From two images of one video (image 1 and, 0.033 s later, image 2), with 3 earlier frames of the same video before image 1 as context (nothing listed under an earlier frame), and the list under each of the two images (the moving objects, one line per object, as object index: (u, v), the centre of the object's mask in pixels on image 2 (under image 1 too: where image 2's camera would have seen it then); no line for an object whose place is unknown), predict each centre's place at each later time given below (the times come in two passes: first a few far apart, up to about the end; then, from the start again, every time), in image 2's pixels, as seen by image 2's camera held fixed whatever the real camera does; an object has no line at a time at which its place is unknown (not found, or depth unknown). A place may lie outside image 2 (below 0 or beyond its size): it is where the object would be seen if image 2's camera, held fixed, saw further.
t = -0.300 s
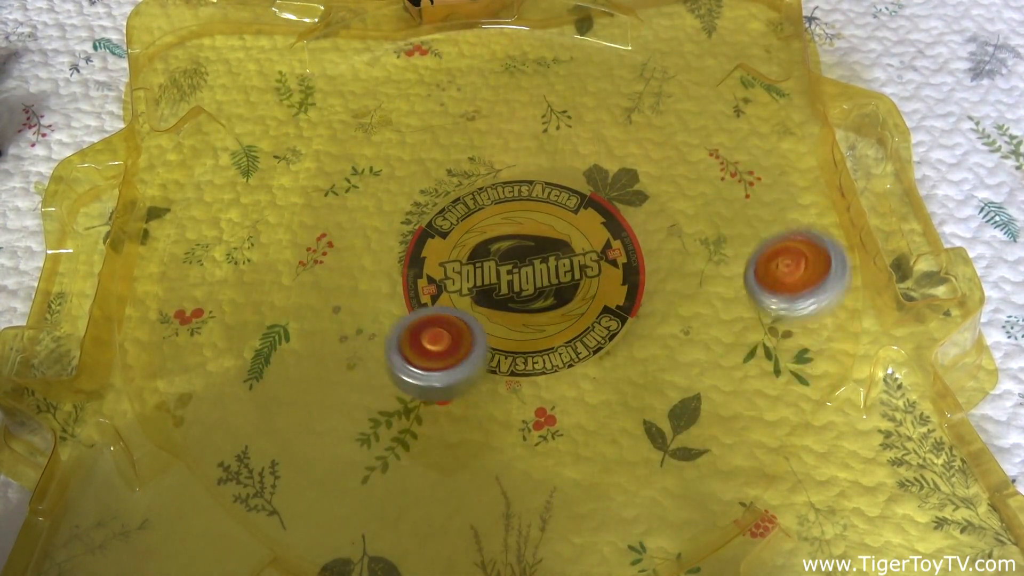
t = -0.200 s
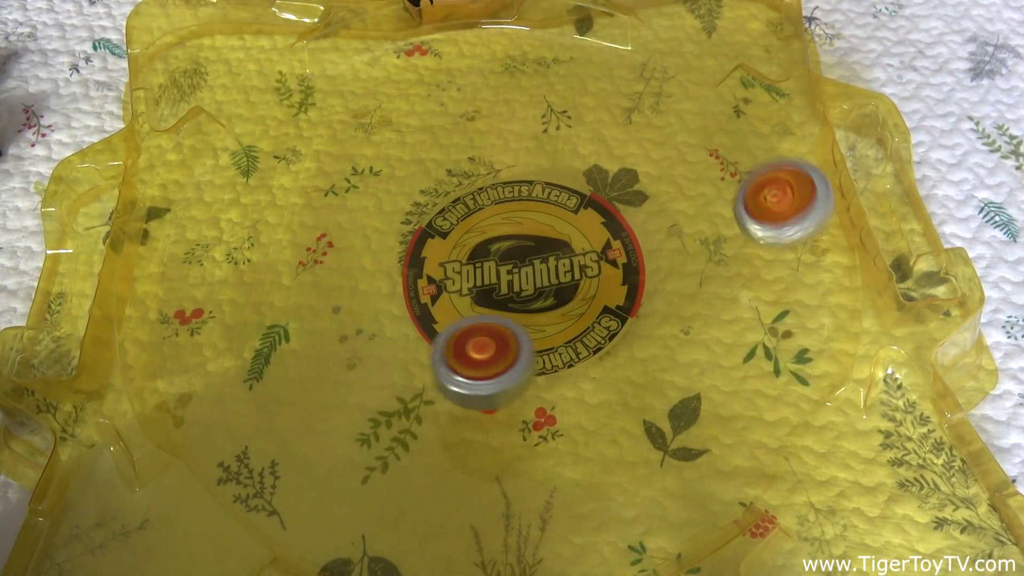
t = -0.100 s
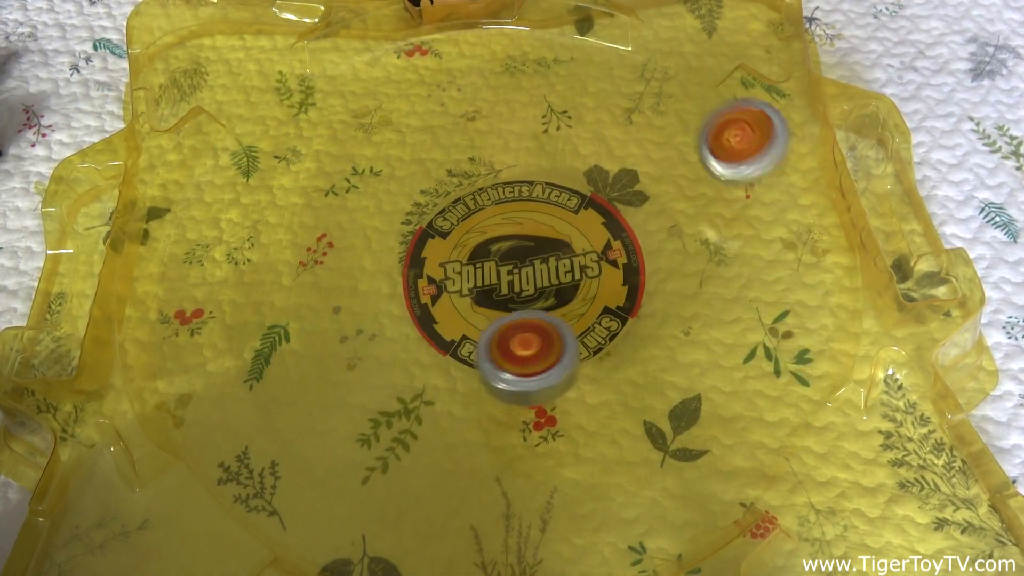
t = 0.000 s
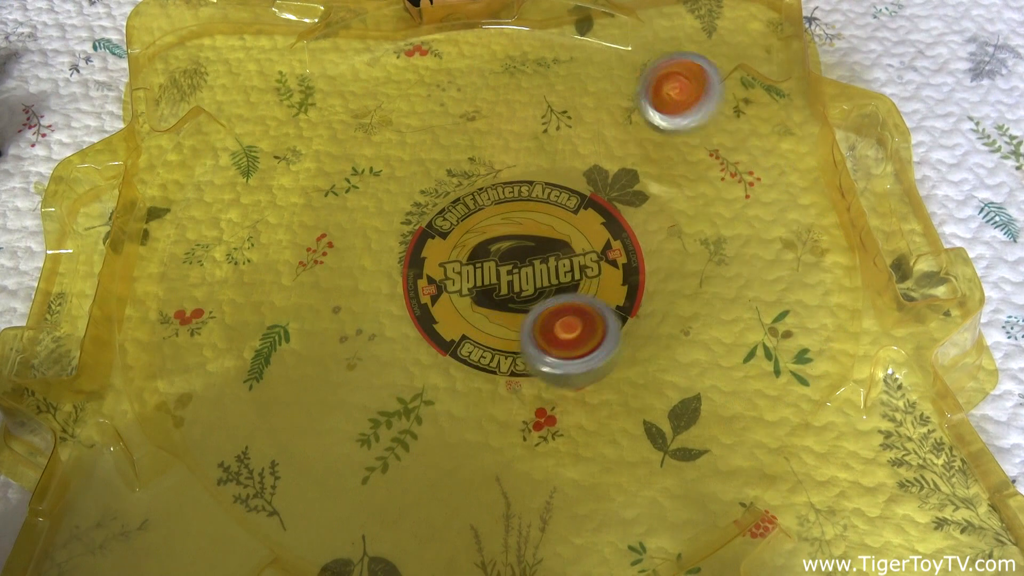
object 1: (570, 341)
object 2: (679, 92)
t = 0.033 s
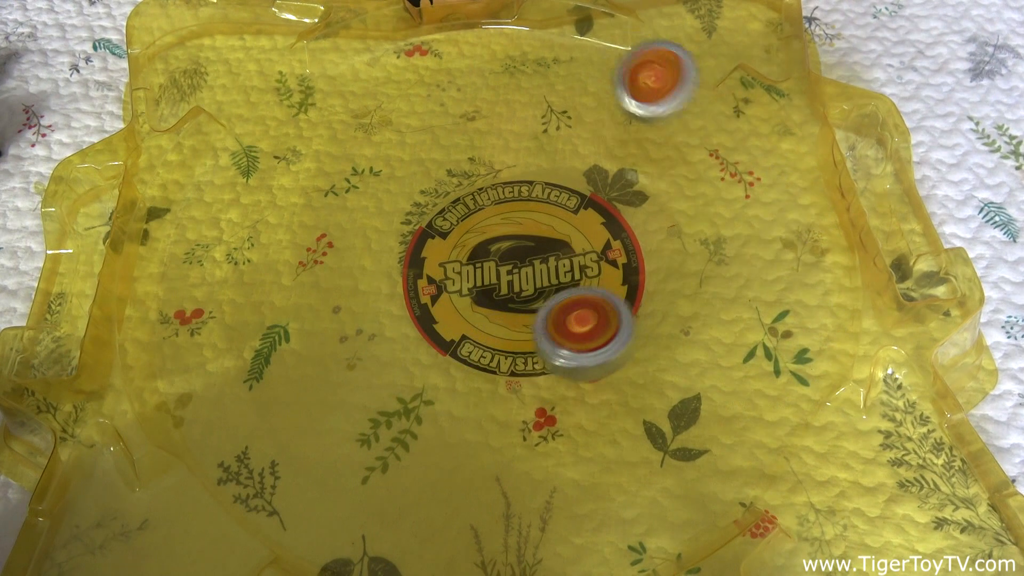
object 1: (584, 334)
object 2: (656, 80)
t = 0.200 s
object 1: (635, 293)
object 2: (529, 48)
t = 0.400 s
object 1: (657, 238)
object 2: (371, 68)
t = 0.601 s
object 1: (619, 187)
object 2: (238, 146)
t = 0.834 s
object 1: (551, 143)
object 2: (172, 318)
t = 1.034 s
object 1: (492, 120)
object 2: (258, 474)
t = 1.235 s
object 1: (439, 126)
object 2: (468, 532)
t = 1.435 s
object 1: (395, 154)
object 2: (659, 457)
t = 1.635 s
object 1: (378, 201)
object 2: (737, 312)
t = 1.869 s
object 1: (388, 275)
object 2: (682, 148)
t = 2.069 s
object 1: (407, 311)
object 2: (558, 73)
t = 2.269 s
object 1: (467, 324)
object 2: (410, 56)
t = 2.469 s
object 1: (520, 320)
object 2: (267, 102)
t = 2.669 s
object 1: (562, 306)
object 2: (186, 207)
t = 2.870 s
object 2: (237, 322)
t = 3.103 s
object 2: (439, 400)
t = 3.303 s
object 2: (611, 341)
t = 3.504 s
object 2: (688, 219)
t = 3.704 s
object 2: (653, 96)
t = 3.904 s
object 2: (547, 28)
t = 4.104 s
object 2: (419, 22)
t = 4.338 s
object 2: (284, 84)
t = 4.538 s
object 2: (238, 200)
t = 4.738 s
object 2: (312, 327)
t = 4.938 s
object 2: (478, 383)
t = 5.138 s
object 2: (640, 327)
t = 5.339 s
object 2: (713, 210)
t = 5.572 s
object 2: (658, 77)
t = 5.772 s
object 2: (548, 25)
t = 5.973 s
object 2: (423, 26)
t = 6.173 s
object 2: (311, 83)
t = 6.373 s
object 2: (263, 189)
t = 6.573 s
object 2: (331, 311)
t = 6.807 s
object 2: (519, 368)
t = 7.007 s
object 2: (667, 304)
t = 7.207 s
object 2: (724, 186)
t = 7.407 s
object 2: (676, 77)
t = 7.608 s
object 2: (572, 24)
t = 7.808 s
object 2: (458, 22)
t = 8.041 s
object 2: (335, 88)
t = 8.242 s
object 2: (299, 197)
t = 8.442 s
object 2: (373, 316)
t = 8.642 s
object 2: (524, 367)
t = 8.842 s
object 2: (670, 312)
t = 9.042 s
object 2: (732, 203)
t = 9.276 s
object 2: (674, 80)
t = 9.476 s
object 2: (567, 28)
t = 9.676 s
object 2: (448, 26)
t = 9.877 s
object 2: (337, 75)
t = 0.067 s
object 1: (596, 326)
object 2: (631, 71)
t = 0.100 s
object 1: (607, 319)
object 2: (605, 63)
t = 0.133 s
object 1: (618, 310)
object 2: (581, 56)
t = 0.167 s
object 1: (627, 302)
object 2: (555, 51)
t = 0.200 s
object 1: (635, 293)
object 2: (529, 48)
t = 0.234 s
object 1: (643, 283)
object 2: (501, 46)
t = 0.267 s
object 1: (649, 273)
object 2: (475, 46)
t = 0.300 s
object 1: (654, 264)
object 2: (449, 49)
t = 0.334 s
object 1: (658, 255)
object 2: (423, 53)
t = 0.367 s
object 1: (658, 247)
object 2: (396, 60)
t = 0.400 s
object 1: (657, 238)
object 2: (371, 68)
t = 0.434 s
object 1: (654, 230)
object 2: (347, 78)
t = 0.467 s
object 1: (650, 222)
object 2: (322, 87)
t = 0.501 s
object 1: (643, 213)
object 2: (300, 99)
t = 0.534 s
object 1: (636, 204)
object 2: (278, 114)
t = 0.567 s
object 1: (628, 196)
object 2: (257, 129)
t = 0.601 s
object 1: (619, 187)
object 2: (238, 146)
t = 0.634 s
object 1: (610, 179)
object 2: (221, 166)
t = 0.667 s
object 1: (601, 173)
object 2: (205, 187)
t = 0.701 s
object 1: (592, 167)
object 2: (192, 212)
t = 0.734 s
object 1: (582, 161)
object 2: (182, 236)
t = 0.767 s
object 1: (572, 155)
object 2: (176, 264)
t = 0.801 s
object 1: (560, 148)
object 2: (173, 291)
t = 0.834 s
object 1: (551, 143)
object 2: (172, 318)
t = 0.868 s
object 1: (539, 138)
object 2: (176, 346)
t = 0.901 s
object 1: (528, 132)
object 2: (183, 373)
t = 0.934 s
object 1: (518, 128)
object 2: (194, 402)
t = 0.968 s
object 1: (509, 124)
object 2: (210, 429)
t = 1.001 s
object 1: (501, 122)
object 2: (232, 453)
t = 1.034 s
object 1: (492, 120)
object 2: (258, 474)
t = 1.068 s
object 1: (483, 118)
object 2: (286, 493)
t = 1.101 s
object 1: (474, 117)
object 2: (320, 511)
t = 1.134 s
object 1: (464, 118)
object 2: (356, 522)
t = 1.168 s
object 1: (456, 120)
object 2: (393, 528)
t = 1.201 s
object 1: (447, 123)
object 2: (428, 531)
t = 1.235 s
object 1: (439, 126)
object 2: (468, 532)
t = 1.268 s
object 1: (431, 129)
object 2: (503, 530)
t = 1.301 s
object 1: (423, 133)
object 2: (538, 525)
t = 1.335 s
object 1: (416, 137)
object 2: (572, 514)
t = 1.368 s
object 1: (409, 142)
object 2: (604, 497)
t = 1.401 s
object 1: (402, 148)
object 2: (632, 479)
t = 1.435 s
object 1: (395, 154)
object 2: (659, 457)
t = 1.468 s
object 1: (389, 161)
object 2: (680, 436)
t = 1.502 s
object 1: (384, 168)
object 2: (698, 413)
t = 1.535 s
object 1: (379, 175)
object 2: (713, 388)
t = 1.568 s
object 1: (377, 183)
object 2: (725, 363)
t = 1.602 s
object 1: (376, 192)
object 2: (732, 337)
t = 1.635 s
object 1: (378, 201)
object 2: (737, 312)
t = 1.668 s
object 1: (379, 210)
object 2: (739, 286)
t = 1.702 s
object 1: (381, 220)
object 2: (736, 259)
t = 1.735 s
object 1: (382, 232)
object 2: (731, 235)
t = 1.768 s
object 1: (384, 244)
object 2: (723, 211)
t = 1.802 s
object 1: (386, 255)
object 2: (712, 188)
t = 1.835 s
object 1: (387, 265)
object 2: (699, 167)
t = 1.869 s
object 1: (388, 275)
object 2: (682, 148)
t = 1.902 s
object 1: (391, 283)
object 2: (664, 131)
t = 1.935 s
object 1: (394, 291)
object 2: (645, 116)
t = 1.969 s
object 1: (397, 298)
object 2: (624, 103)
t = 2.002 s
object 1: (399, 302)
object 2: (602, 91)
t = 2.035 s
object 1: (403, 307)
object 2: (580, 81)
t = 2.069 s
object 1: (407, 311)
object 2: (558, 73)
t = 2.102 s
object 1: (416, 314)
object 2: (535, 65)
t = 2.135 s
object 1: (425, 317)
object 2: (511, 59)
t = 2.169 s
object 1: (436, 319)
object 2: (486, 56)
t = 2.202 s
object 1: (446, 321)
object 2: (460, 54)
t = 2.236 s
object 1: (456, 323)
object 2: (435, 54)
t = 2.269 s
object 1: (467, 324)
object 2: (410, 56)
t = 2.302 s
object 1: (476, 325)
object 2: (386, 60)
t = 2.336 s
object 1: (486, 326)
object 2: (361, 66)
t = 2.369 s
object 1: (495, 325)
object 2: (337, 73)
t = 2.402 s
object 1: (504, 322)
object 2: (314, 81)
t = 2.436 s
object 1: (513, 320)
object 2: (290, 91)
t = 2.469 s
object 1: (520, 320)
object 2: (267, 102)
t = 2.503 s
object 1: (526, 319)
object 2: (246, 115)
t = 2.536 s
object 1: (535, 317)
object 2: (225, 132)
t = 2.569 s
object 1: (544, 315)
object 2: (208, 150)
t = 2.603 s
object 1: (553, 313)
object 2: (190, 168)
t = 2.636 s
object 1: (559, 310)
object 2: (184, 185)
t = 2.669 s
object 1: (562, 306)
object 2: (186, 207)
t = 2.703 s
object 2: (191, 225)
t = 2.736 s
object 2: (195, 242)
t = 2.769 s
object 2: (201, 261)
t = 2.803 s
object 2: (208, 281)
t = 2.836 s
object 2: (220, 302)
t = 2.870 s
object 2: (237, 322)
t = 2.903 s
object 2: (259, 342)
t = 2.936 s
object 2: (283, 358)
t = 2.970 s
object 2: (311, 372)
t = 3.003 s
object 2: (340, 383)
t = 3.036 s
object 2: (373, 394)
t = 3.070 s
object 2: (405, 398)
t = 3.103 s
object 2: (439, 400)
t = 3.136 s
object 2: (470, 398)
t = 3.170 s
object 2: (502, 392)
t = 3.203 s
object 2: (532, 384)
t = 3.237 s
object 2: (560, 372)
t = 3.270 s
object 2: (587, 356)
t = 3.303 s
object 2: (611, 341)
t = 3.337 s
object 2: (630, 322)
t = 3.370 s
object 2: (648, 303)
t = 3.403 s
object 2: (663, 284)
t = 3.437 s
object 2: (673, 261)
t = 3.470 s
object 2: (683, 240)
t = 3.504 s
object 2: (688, 219)
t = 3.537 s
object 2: (690, 196)
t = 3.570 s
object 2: (688, 174)
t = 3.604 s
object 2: (683, 152)
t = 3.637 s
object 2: (675, 133)
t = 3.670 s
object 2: (665, 114)
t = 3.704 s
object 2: (653, 96)
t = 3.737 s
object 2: (638, 81)
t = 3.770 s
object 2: (622, 68)
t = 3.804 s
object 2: (605, 54)
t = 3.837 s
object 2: (587, 42)
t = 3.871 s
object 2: (566, 33)
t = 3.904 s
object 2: (547, 28)
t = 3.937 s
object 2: (525, 24)
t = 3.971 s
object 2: (503, 21)
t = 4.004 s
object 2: (482, 20)
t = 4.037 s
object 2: (461, 19)
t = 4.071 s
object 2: (441, 21)
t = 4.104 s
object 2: (419, 22)
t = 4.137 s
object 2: (398, 26)
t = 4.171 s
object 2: (378, 32)
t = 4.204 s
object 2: (357, 38)
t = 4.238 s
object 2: (337, 48)
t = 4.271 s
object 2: (318, 60)
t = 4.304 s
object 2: (301, 72)
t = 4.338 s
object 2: (284, 84)
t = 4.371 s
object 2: (271, 100)
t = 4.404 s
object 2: (259, 118)
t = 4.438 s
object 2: (250, 136)
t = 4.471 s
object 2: (243, 157)
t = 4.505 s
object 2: (239, 178)
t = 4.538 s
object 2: (238, 200)
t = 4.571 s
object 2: (241, 222)
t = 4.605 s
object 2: (249, 245)
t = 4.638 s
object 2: (259, 267)
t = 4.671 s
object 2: (273, 288)
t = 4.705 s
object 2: (291, 308)
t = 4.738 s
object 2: (312, 327)
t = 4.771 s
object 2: (335, 344)
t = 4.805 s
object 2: (360, 357)
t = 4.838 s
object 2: (387, 369)
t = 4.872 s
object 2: (416, 377)
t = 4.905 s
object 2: (447, 382)
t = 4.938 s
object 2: (478, 383)
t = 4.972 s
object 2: (509, 381)
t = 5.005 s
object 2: (538, 376)
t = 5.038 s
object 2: (566, 367)
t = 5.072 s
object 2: (593, 356)
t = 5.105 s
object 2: (617, 343)
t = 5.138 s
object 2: (640, 327)
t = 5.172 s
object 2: (659, 310)
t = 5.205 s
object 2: (675, 292)
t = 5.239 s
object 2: (689, 272)
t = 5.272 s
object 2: (701, 252)
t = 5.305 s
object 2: (707, 231)
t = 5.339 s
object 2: (713, 210)
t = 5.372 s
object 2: (713, 186)
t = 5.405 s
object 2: (711, 165)
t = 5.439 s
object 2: (706, 146)
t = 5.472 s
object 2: (698, 127)
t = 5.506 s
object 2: (686, 109)
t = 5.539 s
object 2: (673, 92)
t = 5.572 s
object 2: (658, 77)
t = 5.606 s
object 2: (642, 64)
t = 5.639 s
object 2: (625, 52)
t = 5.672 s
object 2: (607, 41)
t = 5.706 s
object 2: (588, 33)
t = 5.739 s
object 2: (567, 27)
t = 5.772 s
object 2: (548, 25)
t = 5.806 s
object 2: (526, 23)
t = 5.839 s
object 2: (505, 22)
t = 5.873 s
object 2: (484, 21)
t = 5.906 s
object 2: (465, 21)
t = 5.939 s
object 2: (443, 23)
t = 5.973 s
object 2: (423, 26)
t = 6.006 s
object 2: (402, 30)
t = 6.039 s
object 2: (382, 37)
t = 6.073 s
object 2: (363, 48)
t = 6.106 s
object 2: (344, 59)
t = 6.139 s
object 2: (326, 70)
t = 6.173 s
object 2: (311, 83)
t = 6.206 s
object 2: (297, 98)
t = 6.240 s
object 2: (285, 115)
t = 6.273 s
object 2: (275, 132)
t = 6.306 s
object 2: (269, 150)
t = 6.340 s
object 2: (264, 169)
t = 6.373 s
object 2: (263, 189)
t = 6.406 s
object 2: (265, 210)
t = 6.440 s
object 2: (272, 232)
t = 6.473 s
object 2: (282, 253)
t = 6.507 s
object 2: (295, 274)
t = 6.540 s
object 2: (312, 293)
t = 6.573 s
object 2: (331, 311)
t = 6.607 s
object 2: (353, 326)
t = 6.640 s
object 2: (377, 340)
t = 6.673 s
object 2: (403, 353)
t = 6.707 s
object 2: (431, 361)
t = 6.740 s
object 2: (460, 366)
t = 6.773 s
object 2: (490, 368)
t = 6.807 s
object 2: (519, 368)
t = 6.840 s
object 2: (547, 363)
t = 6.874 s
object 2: (574, 355)
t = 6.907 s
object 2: (600, 346)
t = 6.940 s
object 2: (625, 334)
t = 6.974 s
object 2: (647, 319)
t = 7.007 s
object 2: (667, 304)
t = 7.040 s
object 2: (684, 286)
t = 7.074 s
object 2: (699, 268)
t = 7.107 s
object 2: (710, 249)
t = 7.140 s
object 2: (718, 230)
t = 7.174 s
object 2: (723, 209)
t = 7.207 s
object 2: (724, 186)
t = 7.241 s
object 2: (723, 166)
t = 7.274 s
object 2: (719, 146)
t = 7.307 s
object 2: (713, 128)
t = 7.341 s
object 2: (702, 110)
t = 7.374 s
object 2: (691, 93)
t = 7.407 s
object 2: (676, 77)
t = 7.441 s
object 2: (661, 63)
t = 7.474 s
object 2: (645, 50)
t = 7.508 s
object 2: (627, 39)
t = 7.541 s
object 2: (609, 31)
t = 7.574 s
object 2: (591, 26)
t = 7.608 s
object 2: (572, 24)
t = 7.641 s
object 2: (553, 20)
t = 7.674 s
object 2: (532, 17)
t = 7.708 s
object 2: (513, 18)
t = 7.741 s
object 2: (494, 19)
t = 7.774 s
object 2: (476, 20)
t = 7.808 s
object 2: (458, 22)
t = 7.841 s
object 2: (438, 25)
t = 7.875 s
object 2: (418, 30)
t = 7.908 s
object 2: (400, 37)
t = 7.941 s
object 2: (383, 49)
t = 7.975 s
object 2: (365, 61)
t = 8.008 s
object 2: (350, 74)
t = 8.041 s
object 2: (335, 88)
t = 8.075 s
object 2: (323, 103)
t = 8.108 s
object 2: (314, 120)
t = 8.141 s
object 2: (306, 137)
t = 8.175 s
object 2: (301, 157)
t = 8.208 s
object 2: (298, 175)
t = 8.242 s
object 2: (299, 197)
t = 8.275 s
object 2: (304, 220)
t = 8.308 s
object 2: (312, 240)
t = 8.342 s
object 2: (322, 261)
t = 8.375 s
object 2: (336, 281)
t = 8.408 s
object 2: (353, 300)
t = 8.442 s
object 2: (373, 316)
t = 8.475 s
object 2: (393, 331)
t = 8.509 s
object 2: (417, 344)
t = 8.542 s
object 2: (442, 353)
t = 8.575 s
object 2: (469, 361)
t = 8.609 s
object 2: (495, 362)
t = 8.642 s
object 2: (524, 367)
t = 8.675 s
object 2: (551, 365)
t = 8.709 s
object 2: (577, 358)
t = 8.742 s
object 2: (603, 350)
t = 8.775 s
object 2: (627, 340)
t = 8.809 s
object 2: (650, 327)
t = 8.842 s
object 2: (670, 312)
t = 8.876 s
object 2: (687, 297)
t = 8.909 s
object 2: (703, 280)
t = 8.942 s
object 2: (714, 261)
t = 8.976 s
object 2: (723, 243)
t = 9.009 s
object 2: (729, 222)
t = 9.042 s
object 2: (732, 203)
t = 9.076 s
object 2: (731, 182)
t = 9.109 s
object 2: (727, 162)
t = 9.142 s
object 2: (721, 145)
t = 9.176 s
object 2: (713, 127)
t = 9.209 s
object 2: (701, 110)
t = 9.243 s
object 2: (688, 94)
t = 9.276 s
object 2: (674, 80)
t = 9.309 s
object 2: (658, 68)
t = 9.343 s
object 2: (641, 57)
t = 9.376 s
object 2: (623, 47)
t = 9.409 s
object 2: (606, 37)
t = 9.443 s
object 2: (587, 32)
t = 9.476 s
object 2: (567, 28)
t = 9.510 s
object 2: (548, 25)
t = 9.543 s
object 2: (528, 24)
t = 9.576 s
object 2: (507, 23)
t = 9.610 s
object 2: (488, 23)
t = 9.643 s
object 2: (469, 24)
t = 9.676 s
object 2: (448, 26)
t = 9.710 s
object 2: (429, 30)
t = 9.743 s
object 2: (408, 35)
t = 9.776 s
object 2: (390, 43)
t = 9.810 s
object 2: (372, 53)
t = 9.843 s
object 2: (354, 63)
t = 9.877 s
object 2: (337, 75)
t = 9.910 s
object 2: (322, 87)
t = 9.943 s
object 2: (309, 103)
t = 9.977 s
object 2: (297, 118)
